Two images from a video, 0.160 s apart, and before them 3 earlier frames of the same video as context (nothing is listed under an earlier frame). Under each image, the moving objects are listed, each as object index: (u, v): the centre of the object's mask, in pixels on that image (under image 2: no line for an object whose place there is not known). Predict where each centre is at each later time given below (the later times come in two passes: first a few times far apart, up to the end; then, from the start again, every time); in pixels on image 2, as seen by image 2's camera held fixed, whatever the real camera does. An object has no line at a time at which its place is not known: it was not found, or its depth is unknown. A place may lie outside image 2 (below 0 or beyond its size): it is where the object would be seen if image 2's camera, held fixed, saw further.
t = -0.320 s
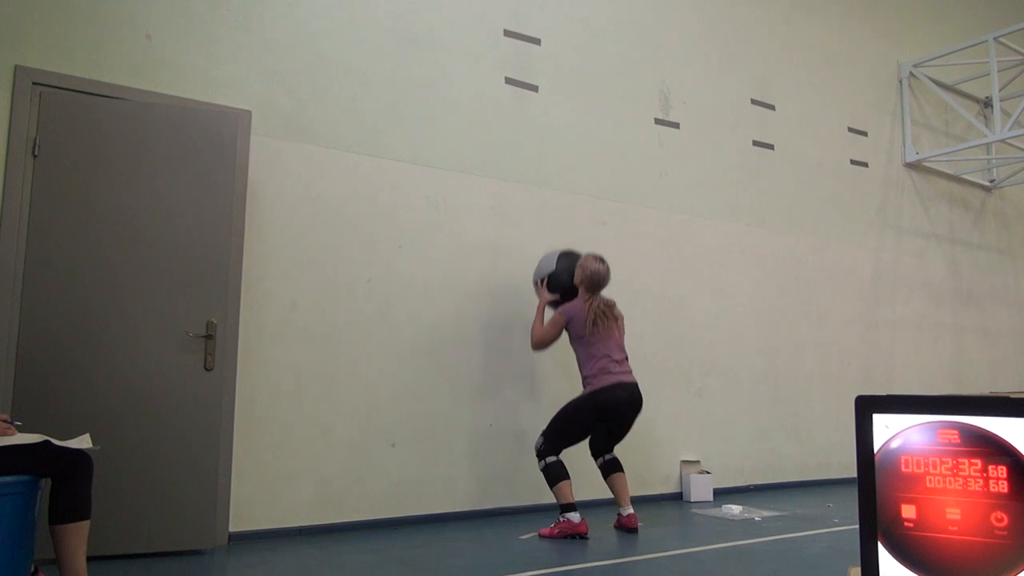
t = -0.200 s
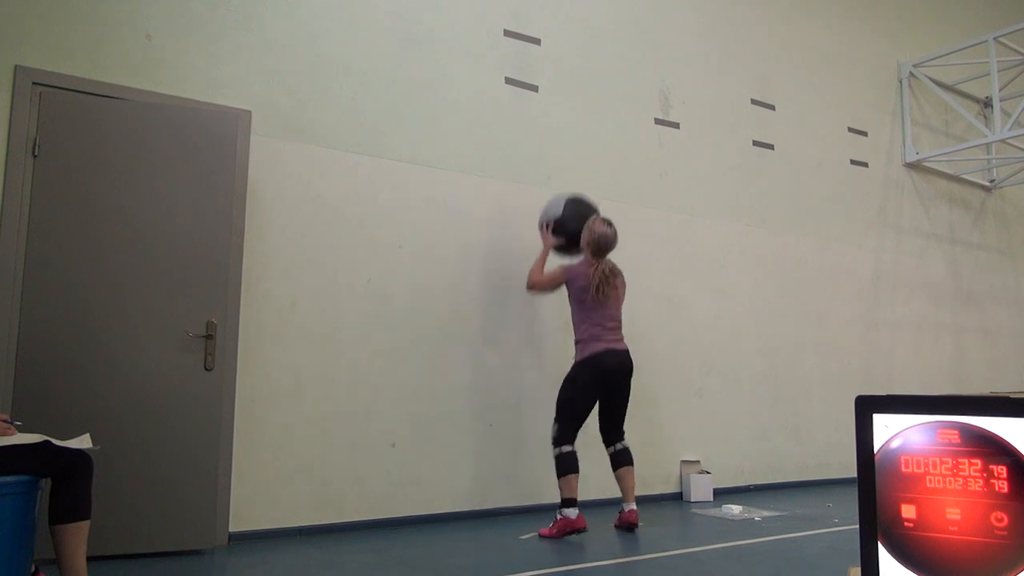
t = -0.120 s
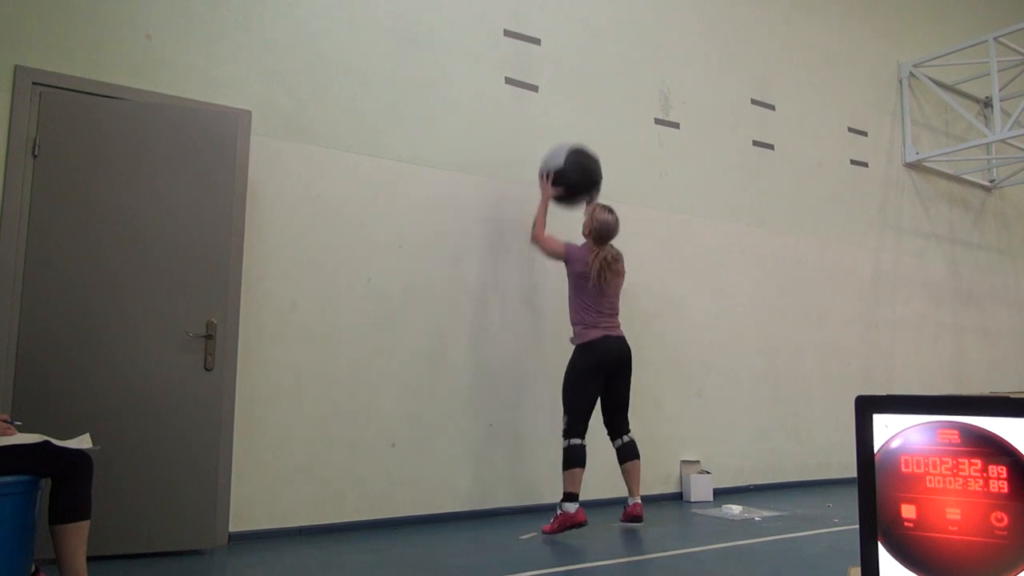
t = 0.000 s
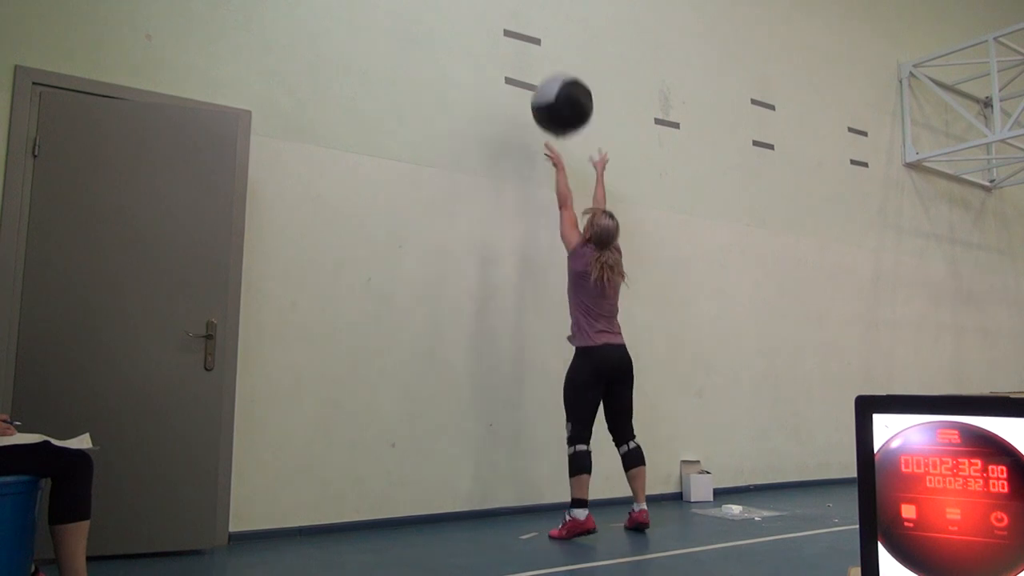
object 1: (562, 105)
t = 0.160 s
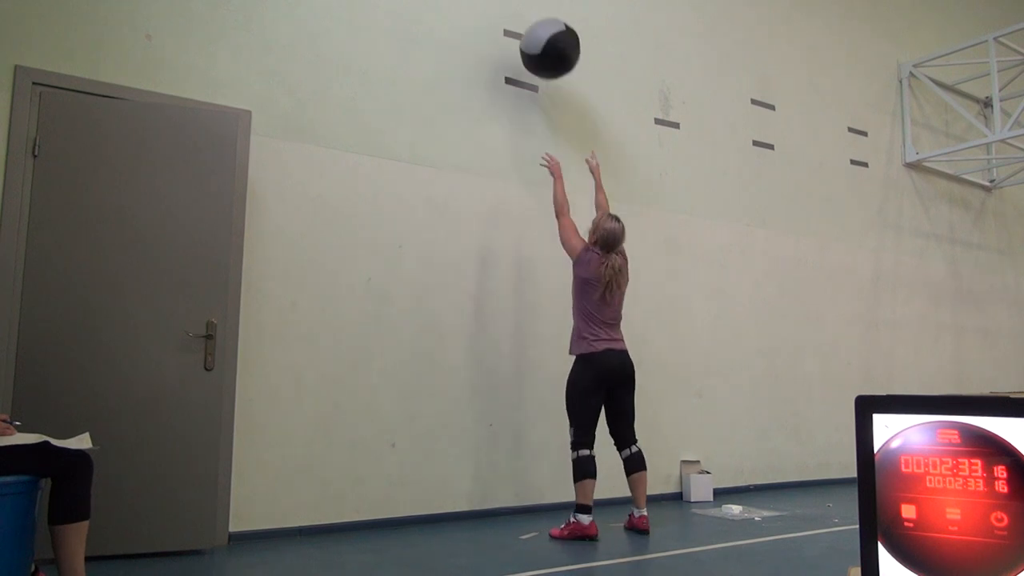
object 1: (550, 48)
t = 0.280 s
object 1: (541, 33)
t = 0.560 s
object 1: (534, 70)
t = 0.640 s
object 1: (534, 101)
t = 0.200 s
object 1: (547, 41)
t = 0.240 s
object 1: (544, 36)
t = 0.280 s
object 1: (541, 33)
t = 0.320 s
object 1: (537, 33)
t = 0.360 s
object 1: (535, 35)
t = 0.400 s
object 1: (533, 39)
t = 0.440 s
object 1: (533, 43)
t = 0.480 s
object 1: (533, 50)
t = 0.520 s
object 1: (533, 59)
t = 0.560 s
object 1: (534, 70)
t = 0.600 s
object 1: (534, 84)
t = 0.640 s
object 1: (534, 101)
